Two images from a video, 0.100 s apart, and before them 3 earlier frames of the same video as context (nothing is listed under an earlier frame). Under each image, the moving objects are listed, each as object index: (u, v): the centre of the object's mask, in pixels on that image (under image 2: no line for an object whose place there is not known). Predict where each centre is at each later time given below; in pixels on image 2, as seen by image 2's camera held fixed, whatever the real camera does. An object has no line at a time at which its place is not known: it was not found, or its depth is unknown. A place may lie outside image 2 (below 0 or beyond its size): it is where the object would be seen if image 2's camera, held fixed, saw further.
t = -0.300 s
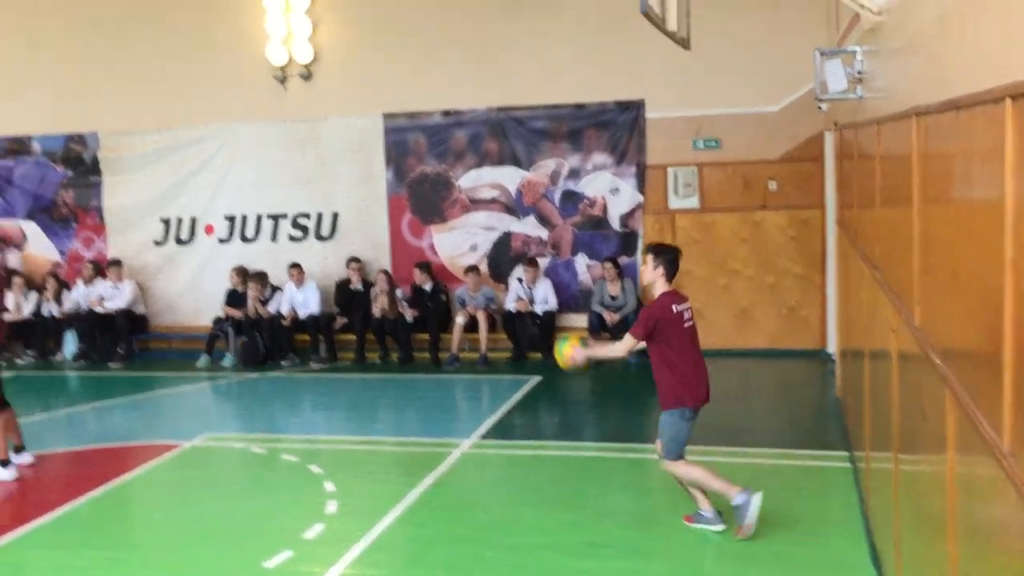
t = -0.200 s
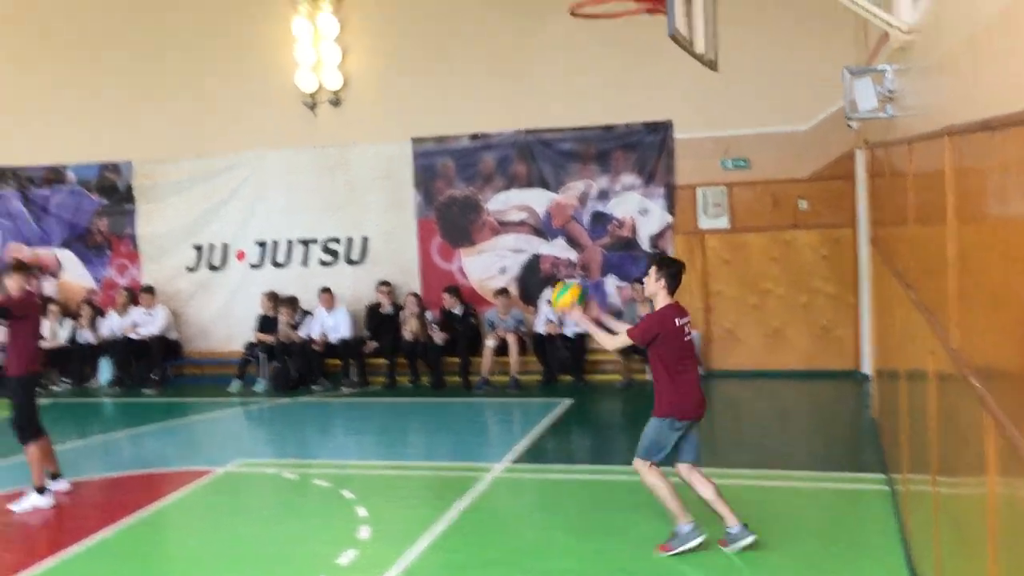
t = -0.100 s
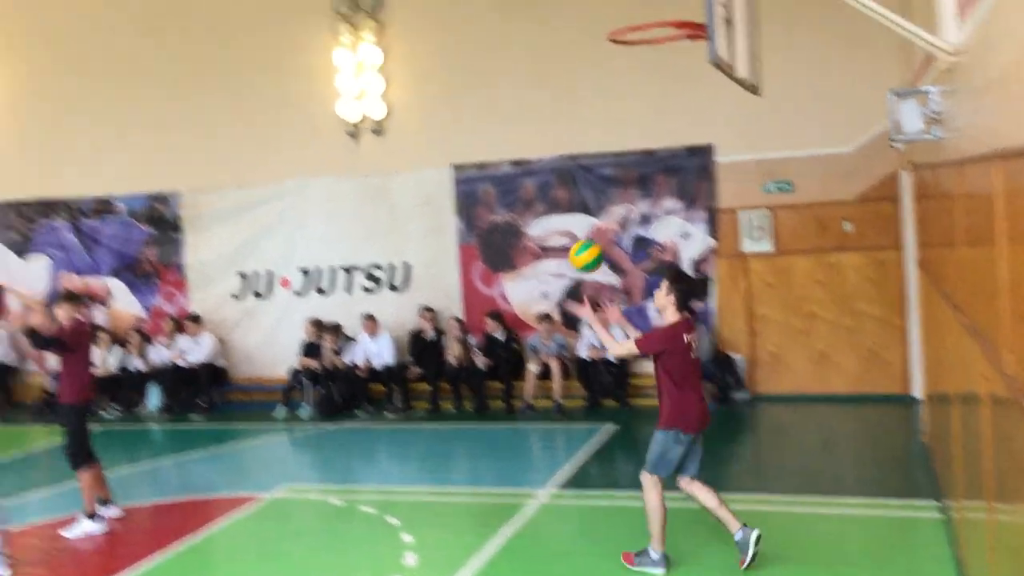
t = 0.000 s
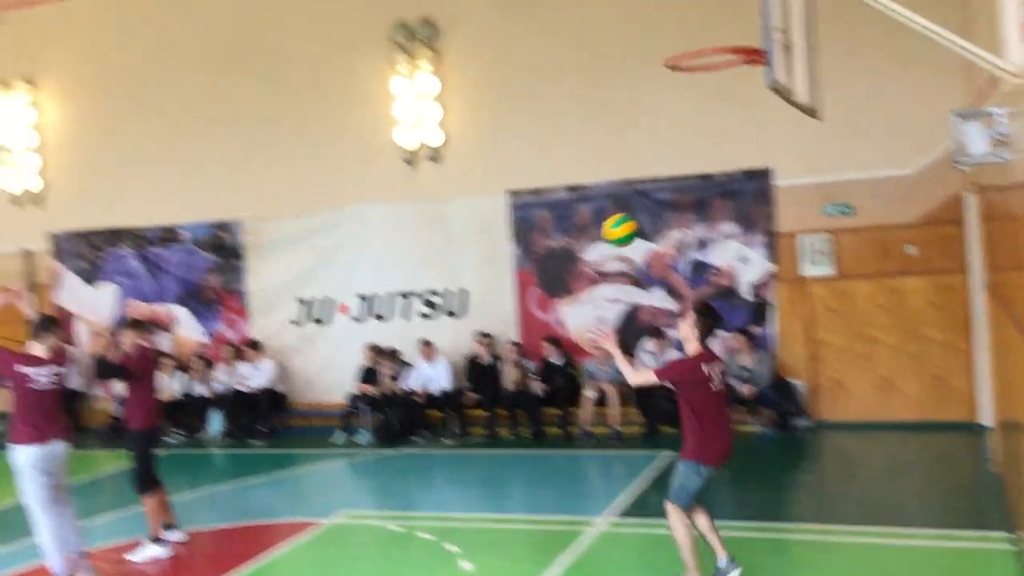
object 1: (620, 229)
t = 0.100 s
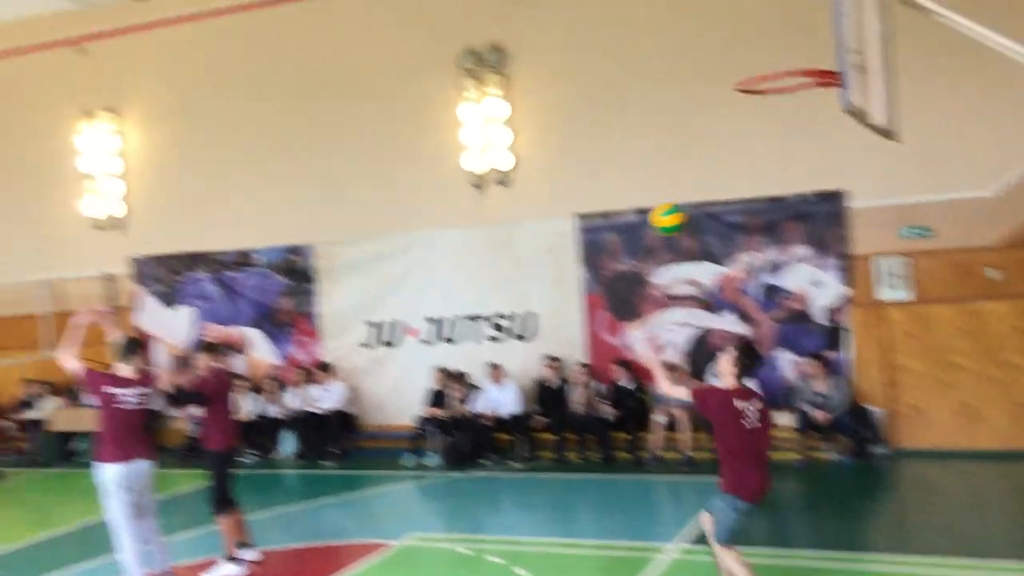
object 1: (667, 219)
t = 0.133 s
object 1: (660, 211)
